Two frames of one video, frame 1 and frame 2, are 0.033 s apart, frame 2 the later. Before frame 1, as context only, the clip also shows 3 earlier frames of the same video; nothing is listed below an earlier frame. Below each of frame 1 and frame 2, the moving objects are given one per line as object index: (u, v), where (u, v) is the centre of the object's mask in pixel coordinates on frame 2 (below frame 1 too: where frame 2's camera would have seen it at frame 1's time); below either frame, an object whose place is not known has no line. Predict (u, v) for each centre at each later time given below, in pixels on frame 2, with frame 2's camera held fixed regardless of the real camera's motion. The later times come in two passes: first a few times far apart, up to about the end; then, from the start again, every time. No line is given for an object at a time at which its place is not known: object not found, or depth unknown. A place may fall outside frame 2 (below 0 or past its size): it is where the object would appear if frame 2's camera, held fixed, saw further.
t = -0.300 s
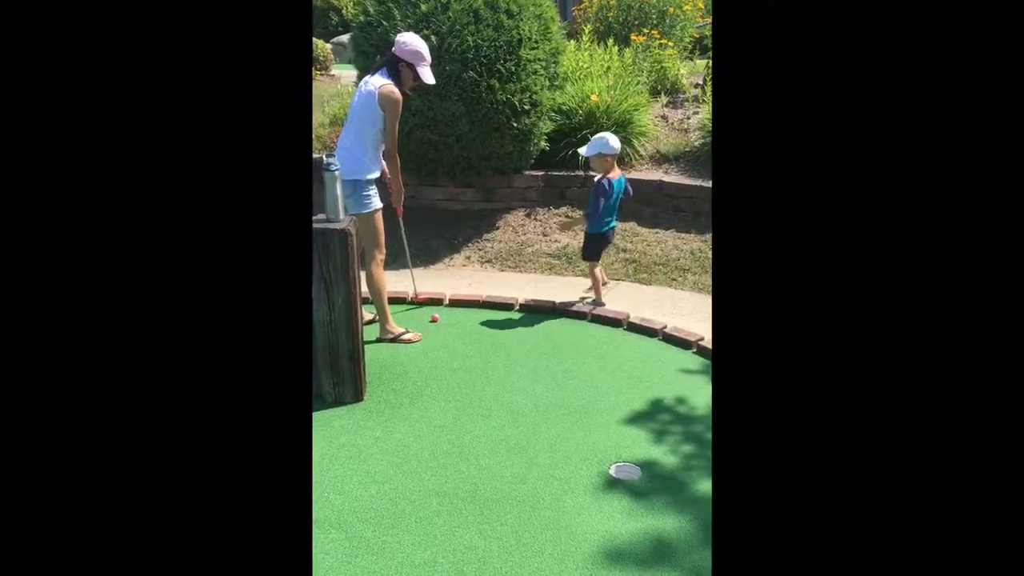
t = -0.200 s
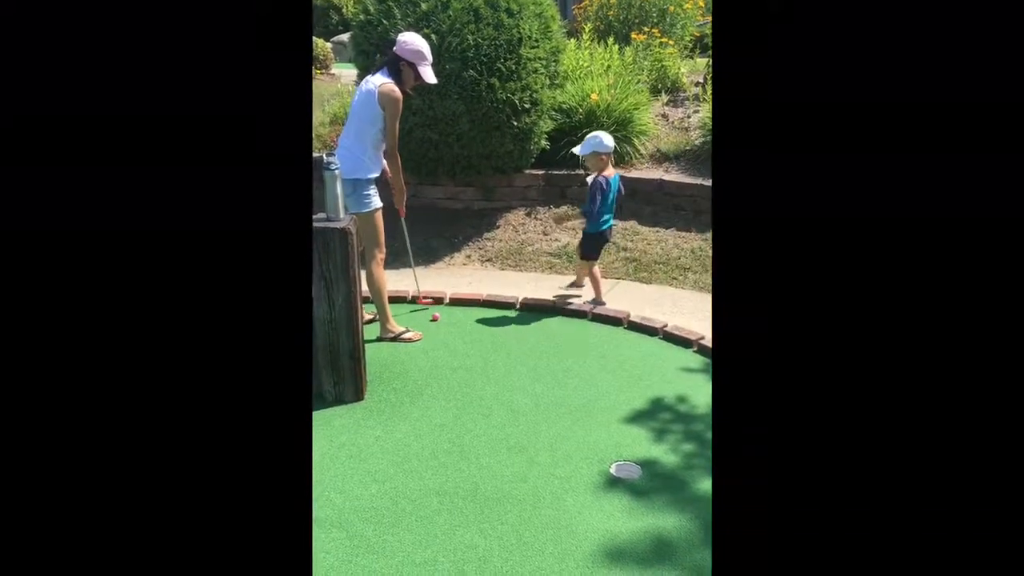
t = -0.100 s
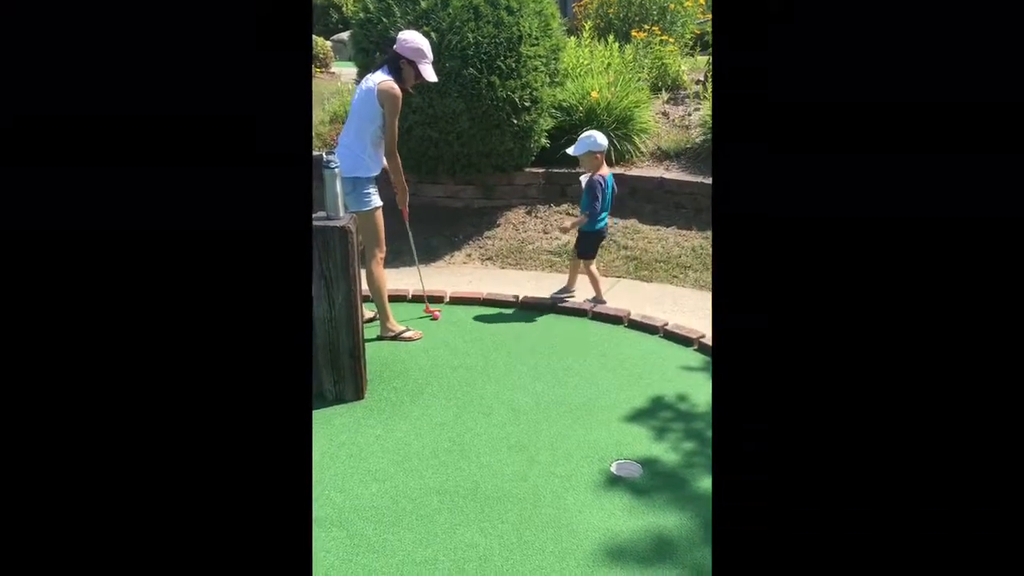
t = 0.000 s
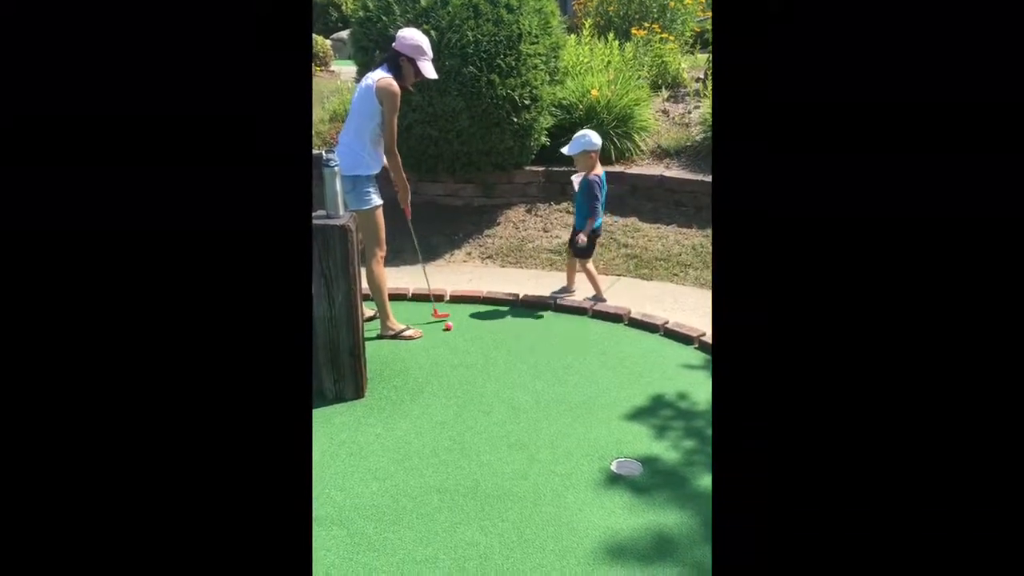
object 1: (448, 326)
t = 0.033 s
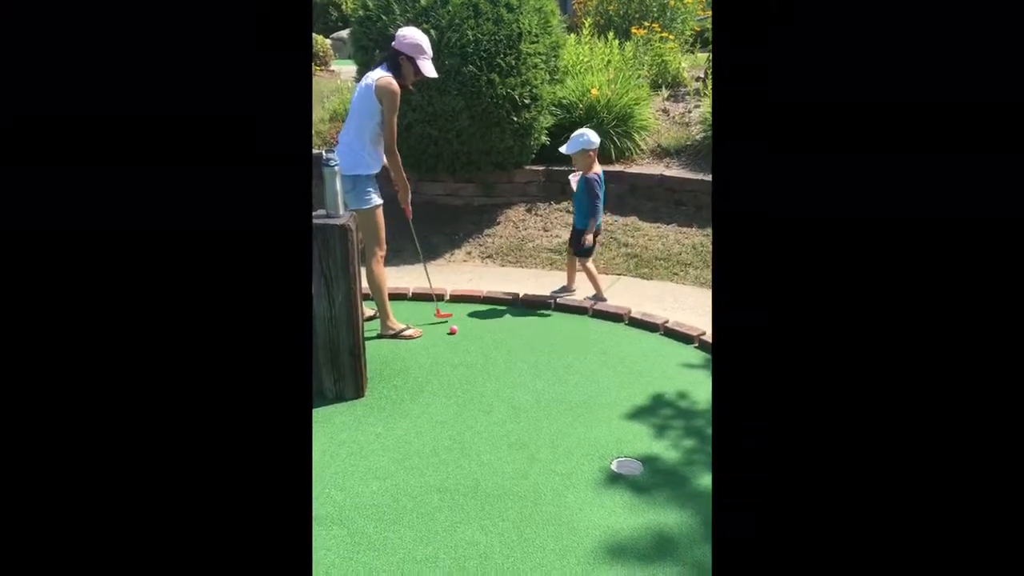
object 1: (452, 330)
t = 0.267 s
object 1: (483, 359)
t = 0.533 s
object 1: (521, 394)
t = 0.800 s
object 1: (564, 437)
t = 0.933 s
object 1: (589, 459)
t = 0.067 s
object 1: (457, 335)
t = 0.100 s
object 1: (461, 339)
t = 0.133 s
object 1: (466, 343)
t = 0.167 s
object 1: (470, 347)
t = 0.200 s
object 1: (474, 351)
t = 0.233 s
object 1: (478, 355)
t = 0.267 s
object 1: (483, 359)
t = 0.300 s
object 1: (487, 363)
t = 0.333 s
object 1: (492, 368)
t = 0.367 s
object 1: (497, 372)
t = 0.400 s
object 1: (501, 376)
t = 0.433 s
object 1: (506, 381)
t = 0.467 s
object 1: (511, 385)
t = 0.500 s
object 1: (516, 390)
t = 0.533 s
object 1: (521, 394)
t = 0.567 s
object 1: (526, 399)
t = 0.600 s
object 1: (532, 404)
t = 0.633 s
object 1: (536, 409)
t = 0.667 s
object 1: (542, 415)
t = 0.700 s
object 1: (547, 420)
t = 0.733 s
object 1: (553, 425)
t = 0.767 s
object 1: (559, 431)
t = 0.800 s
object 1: (564, 437)
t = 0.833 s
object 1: (570, 442)
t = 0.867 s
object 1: (576, 448)
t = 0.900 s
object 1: (582, 454)
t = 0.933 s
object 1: (589, 459)
